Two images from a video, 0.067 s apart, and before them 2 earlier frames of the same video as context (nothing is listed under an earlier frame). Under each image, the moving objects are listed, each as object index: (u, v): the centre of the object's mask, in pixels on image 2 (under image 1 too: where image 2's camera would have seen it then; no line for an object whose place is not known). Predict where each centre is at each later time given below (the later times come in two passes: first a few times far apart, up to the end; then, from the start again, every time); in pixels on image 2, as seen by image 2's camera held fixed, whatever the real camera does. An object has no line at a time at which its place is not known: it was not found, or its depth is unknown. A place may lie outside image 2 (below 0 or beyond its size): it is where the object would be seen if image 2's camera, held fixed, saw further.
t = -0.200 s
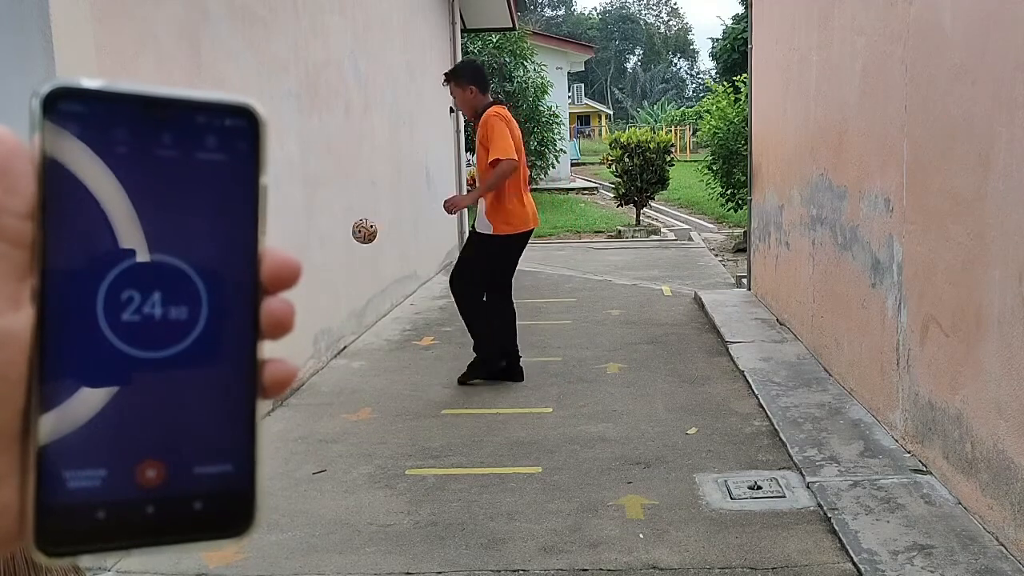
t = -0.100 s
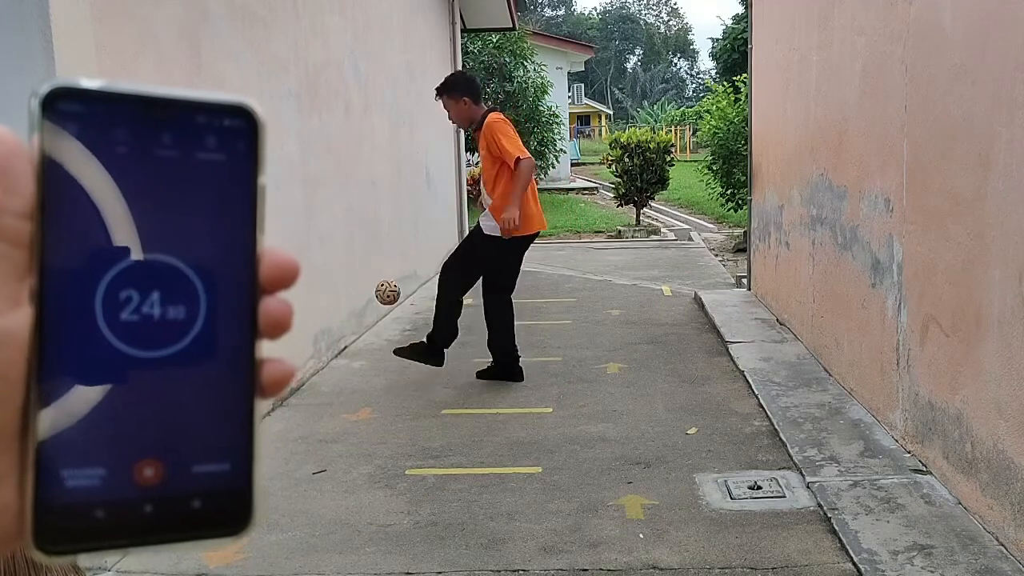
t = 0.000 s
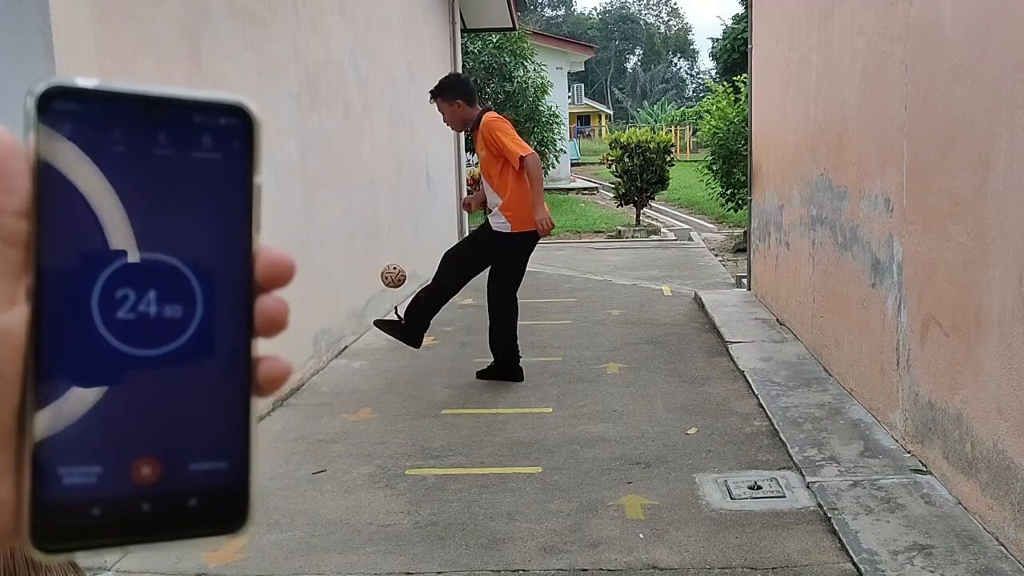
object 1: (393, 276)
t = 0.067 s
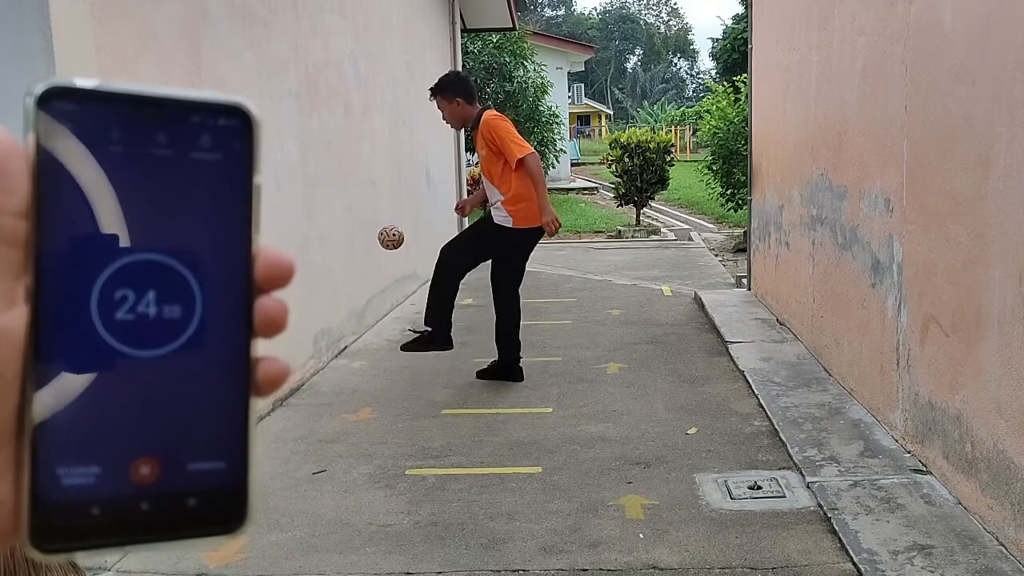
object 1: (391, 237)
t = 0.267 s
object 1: (386, 170)
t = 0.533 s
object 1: (388, 198)
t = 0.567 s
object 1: (389, 211)
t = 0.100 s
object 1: (390, 221)
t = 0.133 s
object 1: (389, 206)
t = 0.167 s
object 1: (388, 194)
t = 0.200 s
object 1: (387, 184)
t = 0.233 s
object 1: (387, 176)
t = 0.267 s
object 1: (386, 170)
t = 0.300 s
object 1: (386, 166)
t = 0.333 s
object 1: (386, 164)
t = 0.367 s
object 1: (386, 164)
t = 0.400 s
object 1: (386, 167)
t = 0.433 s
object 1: (386, 171)
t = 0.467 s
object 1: (387, 178)
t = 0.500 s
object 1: (387, 187)
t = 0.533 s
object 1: (388, 198)
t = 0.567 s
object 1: (389, 211)
